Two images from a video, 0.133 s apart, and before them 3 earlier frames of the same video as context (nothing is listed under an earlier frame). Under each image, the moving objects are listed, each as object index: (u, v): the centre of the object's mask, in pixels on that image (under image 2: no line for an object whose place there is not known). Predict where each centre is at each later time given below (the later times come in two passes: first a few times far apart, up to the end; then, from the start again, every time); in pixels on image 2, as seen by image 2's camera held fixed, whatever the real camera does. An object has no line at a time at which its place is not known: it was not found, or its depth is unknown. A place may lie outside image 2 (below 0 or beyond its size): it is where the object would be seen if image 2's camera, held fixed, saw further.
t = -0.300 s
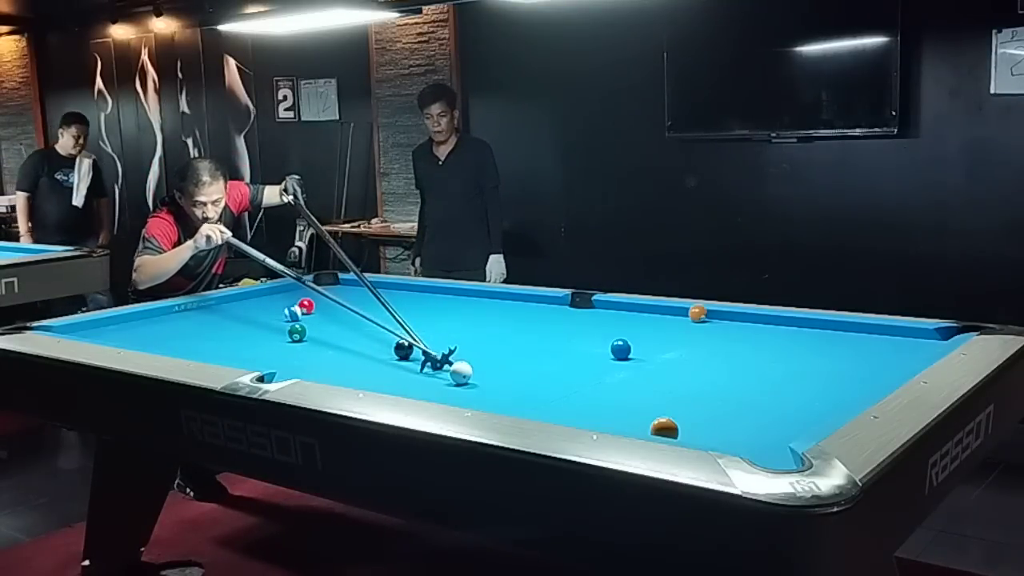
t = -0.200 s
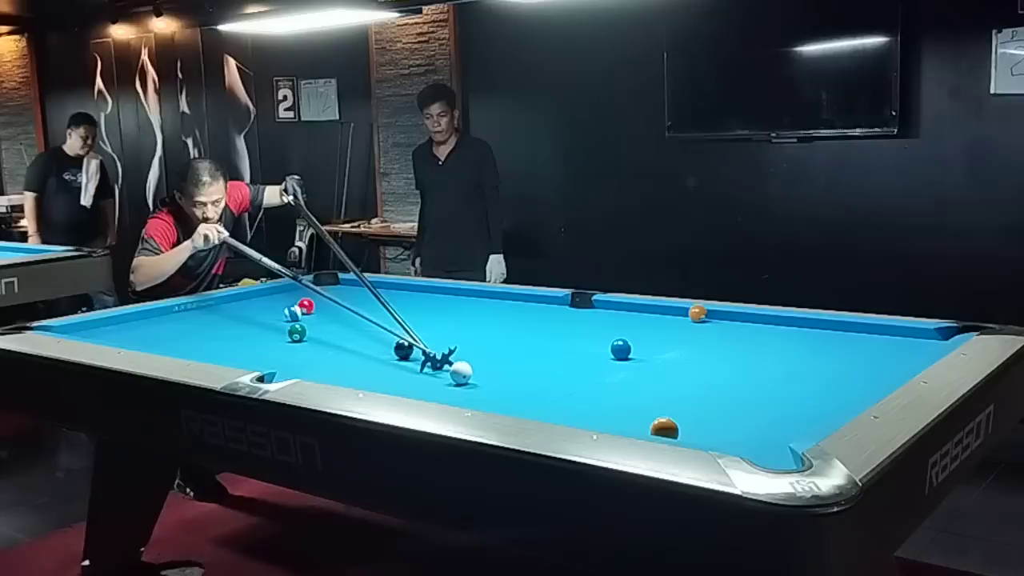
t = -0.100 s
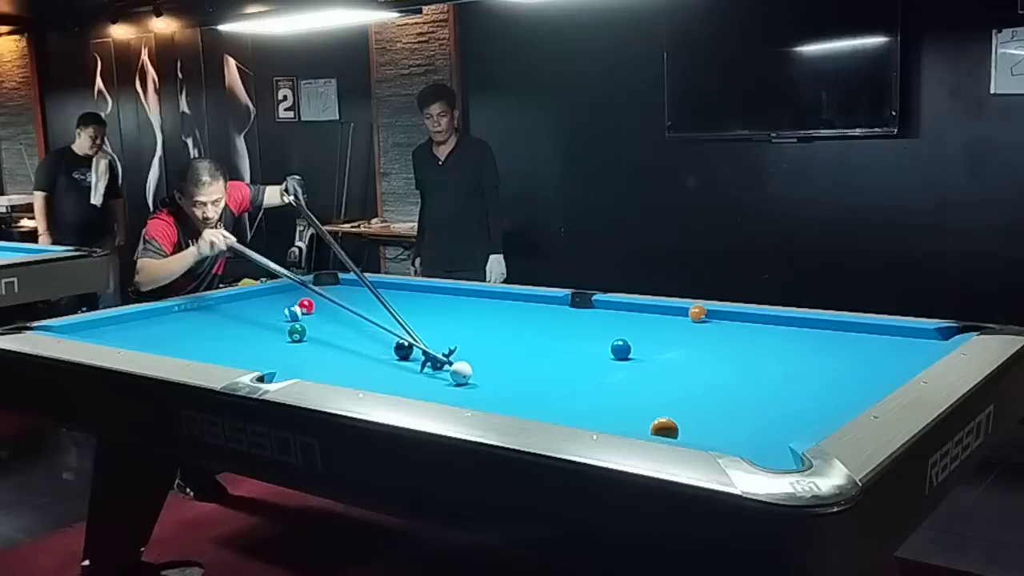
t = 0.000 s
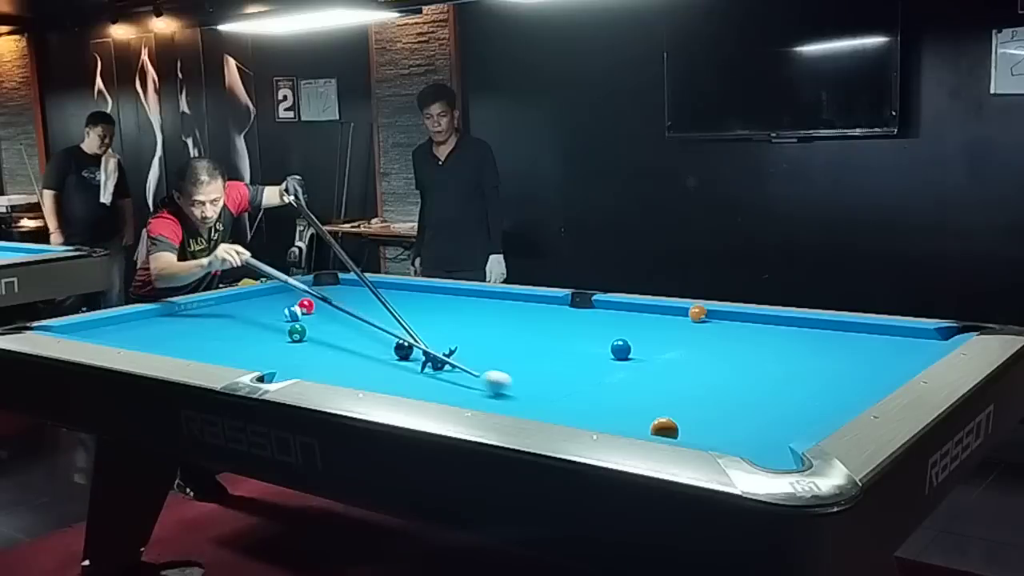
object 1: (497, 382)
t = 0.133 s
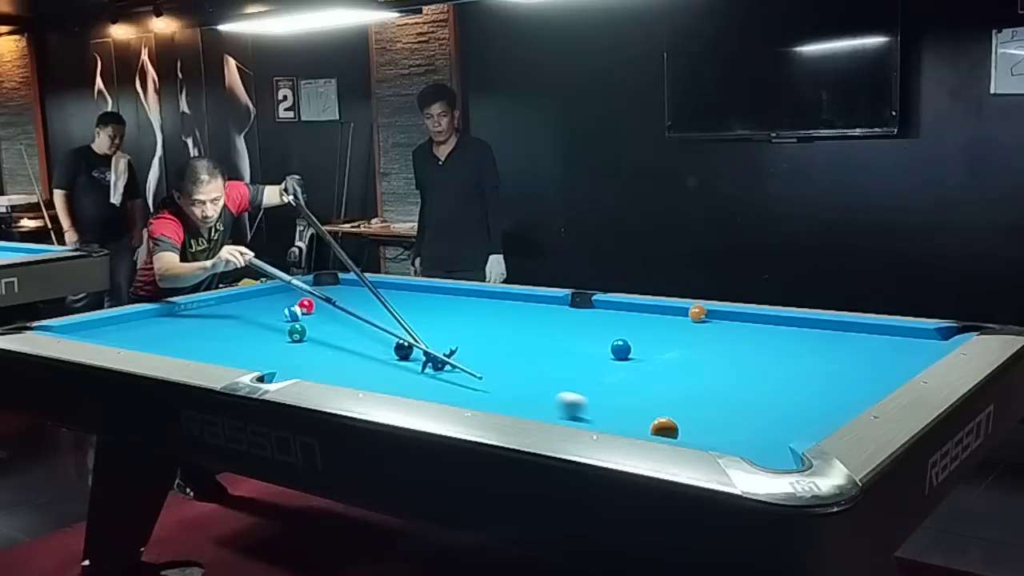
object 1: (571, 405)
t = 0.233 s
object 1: (636, 421)
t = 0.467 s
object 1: (659, 430)
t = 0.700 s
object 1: (696, 434)
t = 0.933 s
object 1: (732, 437)
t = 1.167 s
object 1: (766, 439)
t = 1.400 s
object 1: (783, 436)
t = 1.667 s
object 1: (774, 430)
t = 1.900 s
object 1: (766, 425)
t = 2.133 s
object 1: (759, 421)
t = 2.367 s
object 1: (753, 418)
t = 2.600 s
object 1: (748, 415)
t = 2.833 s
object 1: (745, 412)
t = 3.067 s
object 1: (742, 410)
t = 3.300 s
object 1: (740, 409)
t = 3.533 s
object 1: (739, 408)
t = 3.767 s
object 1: (739, 408)
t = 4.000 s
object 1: (739, 408)
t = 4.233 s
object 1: (739, 408)
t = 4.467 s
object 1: (739, 408)
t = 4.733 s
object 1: (739, 408)
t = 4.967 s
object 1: (739, 408)
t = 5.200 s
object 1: (739, 408)
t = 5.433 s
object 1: (739, 408)
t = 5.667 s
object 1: (739, 408)
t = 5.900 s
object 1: (739, 408)
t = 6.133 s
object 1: (739, 408)
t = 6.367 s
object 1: (739, 408)
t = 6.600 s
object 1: (739, 408)
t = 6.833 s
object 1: (739, 408)
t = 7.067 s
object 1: (739, 408)
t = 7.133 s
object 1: (739, 408)
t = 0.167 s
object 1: (592, 410)
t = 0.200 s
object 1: (614, 416)
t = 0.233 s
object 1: (636, 421)
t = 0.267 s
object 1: (641, 424)
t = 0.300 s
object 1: (641, 424)
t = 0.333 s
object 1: (642, 425)
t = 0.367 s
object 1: (644, 426)
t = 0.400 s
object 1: (649, 428)
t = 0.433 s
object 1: (653, 429)
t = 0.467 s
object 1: (659, 430)
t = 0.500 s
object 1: (664, 431)
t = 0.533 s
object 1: (670, 431)
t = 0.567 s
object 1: (675, 432)
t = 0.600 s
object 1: (681, 432)
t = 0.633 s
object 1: (686, 433)
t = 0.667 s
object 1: (691, 433)
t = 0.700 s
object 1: (696, 434)
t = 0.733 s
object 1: (701, 434)
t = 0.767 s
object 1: (706, 435)
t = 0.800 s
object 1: (711, 435)
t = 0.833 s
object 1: (717, 436)
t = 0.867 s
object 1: (722, 436)
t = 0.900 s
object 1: (726, 437)
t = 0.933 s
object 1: (732, 437)
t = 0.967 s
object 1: (737, 438)
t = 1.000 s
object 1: (741, 438)
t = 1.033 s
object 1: (746, 438)
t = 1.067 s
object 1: (751, 439)
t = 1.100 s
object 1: (756, 438)
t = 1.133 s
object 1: (761, 439)
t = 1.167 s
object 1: (766, 439)
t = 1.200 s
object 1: (770, 439)
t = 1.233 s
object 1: (774, 439)
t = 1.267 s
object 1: (778, 439)
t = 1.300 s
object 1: (782, 438)
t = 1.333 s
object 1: (785, 437)
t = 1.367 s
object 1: (784, 437)
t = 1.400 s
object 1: (783, 436)
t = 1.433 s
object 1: (782, 436)
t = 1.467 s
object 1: (781, 435)
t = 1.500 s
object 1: (780, 434)
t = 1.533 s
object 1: (779, 434)
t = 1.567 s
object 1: (778, 433)
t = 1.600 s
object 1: (776, 432)
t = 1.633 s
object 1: (775, 431)
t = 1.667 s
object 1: (774, 430)
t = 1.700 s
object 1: (773, 430)
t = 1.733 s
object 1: (772, 429)
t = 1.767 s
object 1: (770, 428)
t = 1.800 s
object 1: (769, 427)
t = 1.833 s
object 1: (768, 427)
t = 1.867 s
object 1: (767, 426)
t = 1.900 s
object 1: (766, 425)
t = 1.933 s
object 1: (765, 425)
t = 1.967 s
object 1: (764, 424)
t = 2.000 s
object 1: (763, 424)
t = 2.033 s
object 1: (762, 423)
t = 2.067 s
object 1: (761, 422)
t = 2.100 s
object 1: (760, 422)
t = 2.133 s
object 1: (759, 421)
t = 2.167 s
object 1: (758, 421)
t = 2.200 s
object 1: (757, 420)
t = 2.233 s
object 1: (756, 420)
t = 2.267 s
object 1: (755, 419)
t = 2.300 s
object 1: (755, 419)
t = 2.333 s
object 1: (754, 418)
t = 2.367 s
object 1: (753, 418)
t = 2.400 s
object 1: (752, 417)
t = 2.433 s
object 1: (751, 417)
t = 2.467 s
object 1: (751, 416)
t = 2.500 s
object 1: (750, 416)
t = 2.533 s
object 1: (750, 415)
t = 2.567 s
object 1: (749, 415)
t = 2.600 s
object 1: (748, 415)
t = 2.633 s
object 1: (748, 414)
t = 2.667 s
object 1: (747, 414)
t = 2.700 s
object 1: (747, 414)
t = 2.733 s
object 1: (746, 413)
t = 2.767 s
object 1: (746, 413)
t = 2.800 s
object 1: (745, 412)
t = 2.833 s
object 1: (745, 412)
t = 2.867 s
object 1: (744, 412)
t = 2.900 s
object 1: (744, 412)
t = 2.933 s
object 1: (743, 411)
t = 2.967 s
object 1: (743, 411)
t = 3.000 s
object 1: (743, 411)
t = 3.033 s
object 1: (743, 411)
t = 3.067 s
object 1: (742, 410)
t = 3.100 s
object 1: (742, 410)
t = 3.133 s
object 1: (742, 410)
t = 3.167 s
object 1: (742, 410)
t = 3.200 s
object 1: (741, 410)
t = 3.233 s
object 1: (741, 410)
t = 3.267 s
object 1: (741, 409)
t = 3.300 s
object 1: (740, 409)
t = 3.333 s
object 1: (740, 409)
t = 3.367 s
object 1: (740, 409)
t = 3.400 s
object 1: (740, 409)
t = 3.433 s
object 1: (740, 409)
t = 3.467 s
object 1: (739, 409)
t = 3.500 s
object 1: (739, 409)
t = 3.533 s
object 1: (739, 408)
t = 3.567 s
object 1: (739, 408)
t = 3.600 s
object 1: (739, 408)
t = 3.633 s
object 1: (739, 408)
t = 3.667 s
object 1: (739, 408)
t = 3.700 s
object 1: (739, 408)
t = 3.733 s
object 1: (739, 408)
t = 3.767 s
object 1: (739, 408)
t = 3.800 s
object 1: (739, 408)
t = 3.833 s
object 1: (739, 408)
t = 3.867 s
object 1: (739, 408)
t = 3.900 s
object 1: (739, 408)
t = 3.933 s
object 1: (739, 408)
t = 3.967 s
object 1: (739, 408)
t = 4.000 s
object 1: (739, 408)
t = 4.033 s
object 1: (739, 408)
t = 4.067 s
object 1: (739, 408)
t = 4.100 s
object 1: (739, 408)
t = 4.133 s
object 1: (739, 408)
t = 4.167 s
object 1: (739, 408)
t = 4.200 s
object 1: (739, 408)
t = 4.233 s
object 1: (739, 408)
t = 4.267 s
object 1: (739, 408)
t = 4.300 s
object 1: (739, 408)
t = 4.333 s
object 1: (739, 408)
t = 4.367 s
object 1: (739, 408)
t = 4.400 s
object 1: (739, 408)
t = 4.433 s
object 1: (739, 408)
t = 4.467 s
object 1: (739, 408)
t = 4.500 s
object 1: (739, 408)
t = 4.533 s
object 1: (739, 408)
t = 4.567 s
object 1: (740, 408)
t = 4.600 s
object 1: (739, 408)
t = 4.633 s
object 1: (740, 408)
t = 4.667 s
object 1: (739, 408)
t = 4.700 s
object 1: (739, 408)
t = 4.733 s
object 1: (739, 408)
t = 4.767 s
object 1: (739, 408)
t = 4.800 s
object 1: (739, 408)
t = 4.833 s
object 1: (739, 408)
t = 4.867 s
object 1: (739, 408)
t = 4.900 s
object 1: (739, 408)
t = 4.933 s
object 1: (739, 408)
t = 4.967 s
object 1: (739, 408)
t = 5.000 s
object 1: (739, 408)
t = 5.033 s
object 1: (739, 408)
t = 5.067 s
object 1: (739, 408)
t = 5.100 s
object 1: (739, 408)
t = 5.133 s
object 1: (739, 408)
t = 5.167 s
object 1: (739, 408)
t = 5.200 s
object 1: (739, 408)
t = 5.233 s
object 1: (739, 408)
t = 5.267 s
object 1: (739, 408)
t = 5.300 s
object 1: (739, 408)
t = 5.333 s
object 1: (739, 408)
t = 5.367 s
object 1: (739, 408)
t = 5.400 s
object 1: (739, 408)
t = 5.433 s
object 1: (739, 408)
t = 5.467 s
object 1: (739, 408)
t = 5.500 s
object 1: (739, 408)
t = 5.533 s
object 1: (739, 408)
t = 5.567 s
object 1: (739, 408)
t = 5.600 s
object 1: (739, 408)
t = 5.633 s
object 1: (739, 408)
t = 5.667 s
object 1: (739, 408)
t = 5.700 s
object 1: (739, 408)
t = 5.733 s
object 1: (739, 408)
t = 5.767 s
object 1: (740, 408)
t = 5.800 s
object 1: (740, 408)
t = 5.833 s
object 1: (740, 408)
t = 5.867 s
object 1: (739, 408)
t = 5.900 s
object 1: (739, 408)
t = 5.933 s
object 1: (740, 408)
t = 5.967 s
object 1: (740, 408)
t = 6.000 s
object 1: (739, 408)
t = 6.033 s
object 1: (739, 408)
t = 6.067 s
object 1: (739, 408)
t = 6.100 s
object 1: (739, 408)
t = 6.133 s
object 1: (739, 408)
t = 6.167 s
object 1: (739, 408)
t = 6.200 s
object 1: (739, 408)
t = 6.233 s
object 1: (739, 408)
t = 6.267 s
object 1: (739, 408)
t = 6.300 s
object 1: (739, 408)
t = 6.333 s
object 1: (739, 408)
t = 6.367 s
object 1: (739, 408)
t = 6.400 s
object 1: (739, 408)
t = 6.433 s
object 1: (739, 408)
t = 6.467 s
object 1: (739, 408)
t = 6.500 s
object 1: (739, 408)
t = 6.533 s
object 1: (739, 408)
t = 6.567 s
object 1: (739, 408)
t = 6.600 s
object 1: (739, 408)
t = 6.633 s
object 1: (739, 408)
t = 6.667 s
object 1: (739, 408)
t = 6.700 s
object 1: (739, 408)
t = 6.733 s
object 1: (739, 408)
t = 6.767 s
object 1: (739, 408)
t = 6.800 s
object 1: (739, 408)
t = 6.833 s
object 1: (739, 408)
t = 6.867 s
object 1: (739, 408)
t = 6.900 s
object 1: (739, 408)
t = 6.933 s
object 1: (739, 408)
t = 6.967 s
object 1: (739, 408)
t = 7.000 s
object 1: (739, 408)
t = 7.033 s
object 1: (739, 408)
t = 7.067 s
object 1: (739, 408)
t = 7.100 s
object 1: (739, 408)
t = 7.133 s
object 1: (739, 408)
